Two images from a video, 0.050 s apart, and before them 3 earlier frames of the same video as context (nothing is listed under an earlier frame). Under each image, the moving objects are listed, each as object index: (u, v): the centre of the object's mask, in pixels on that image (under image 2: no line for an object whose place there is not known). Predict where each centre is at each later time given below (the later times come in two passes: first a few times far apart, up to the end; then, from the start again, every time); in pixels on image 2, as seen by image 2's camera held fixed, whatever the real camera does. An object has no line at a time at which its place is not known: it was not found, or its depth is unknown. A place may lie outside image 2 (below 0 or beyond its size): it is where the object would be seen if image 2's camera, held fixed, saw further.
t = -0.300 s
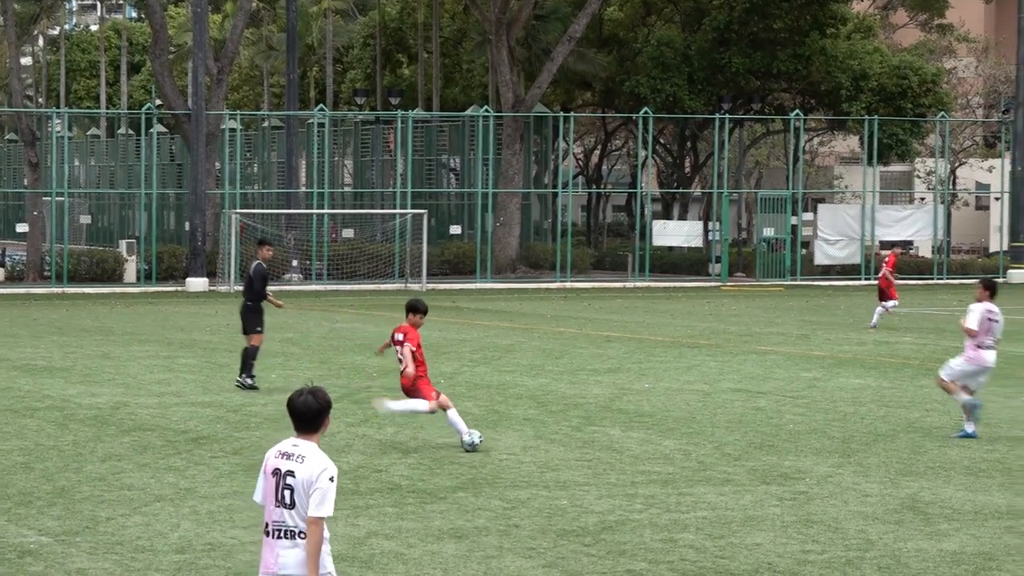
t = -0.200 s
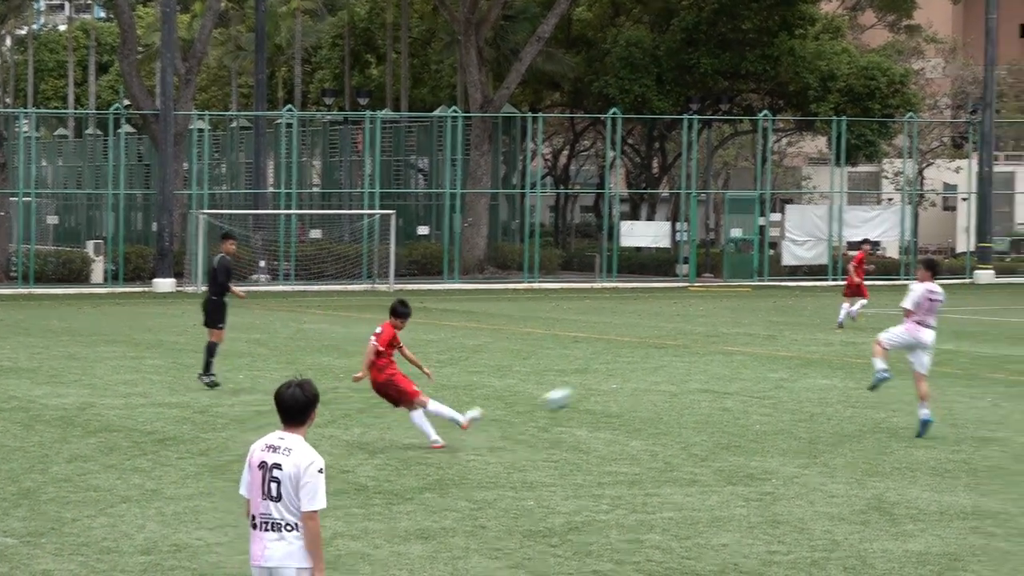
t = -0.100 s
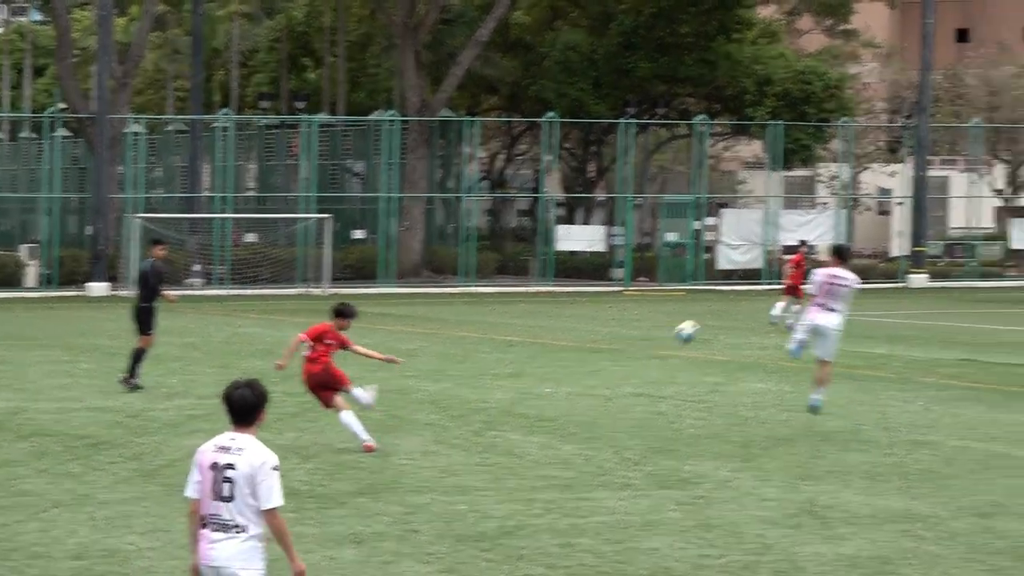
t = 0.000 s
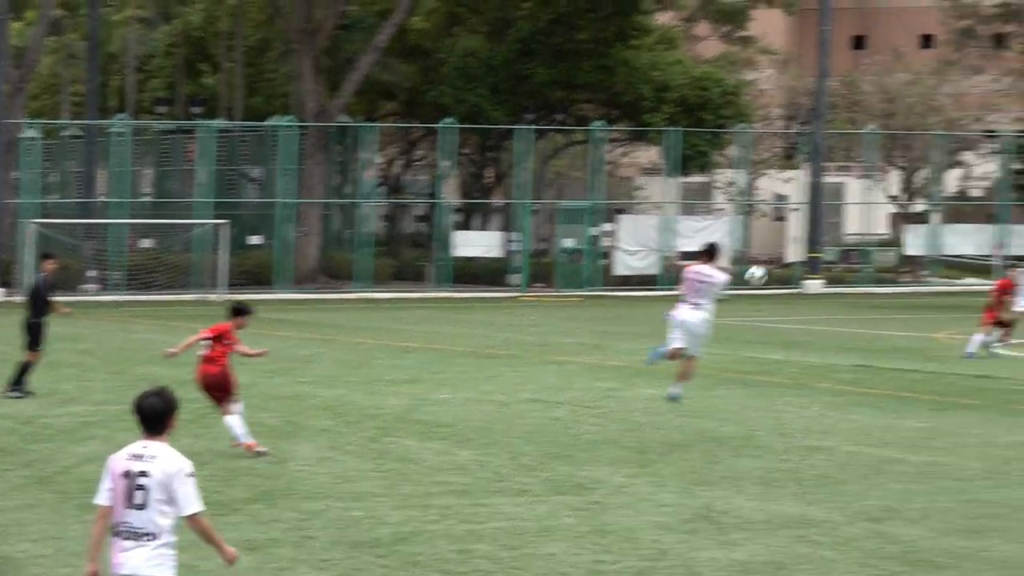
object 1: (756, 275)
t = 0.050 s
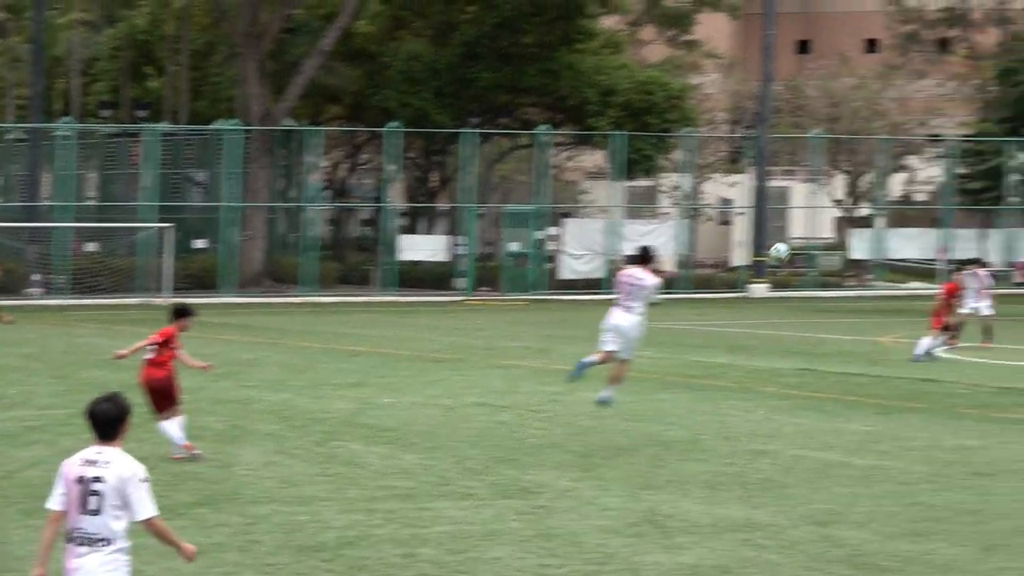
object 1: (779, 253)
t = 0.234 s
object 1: (1046, 166)
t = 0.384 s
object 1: (1238, 111)
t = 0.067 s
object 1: (805, 244)
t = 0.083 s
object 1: (831, 235)
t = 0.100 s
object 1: (855, 228)
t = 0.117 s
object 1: (879, 220)
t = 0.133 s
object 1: (904, 211)
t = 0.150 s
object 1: (928, 203)
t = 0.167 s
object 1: (952, 196)
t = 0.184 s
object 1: (976, 189)
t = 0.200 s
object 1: (1000, 181)
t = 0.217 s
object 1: (1023, 173)
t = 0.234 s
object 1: (1046, 166)
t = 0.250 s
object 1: (1070, 159)
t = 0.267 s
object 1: (1092, 151)
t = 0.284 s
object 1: (1113, 146)
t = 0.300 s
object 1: (1134, 139)
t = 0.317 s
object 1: (1156, 132)
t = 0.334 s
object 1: (1176, 127)
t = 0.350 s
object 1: (1197, 121)
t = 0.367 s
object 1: (1218, 116)
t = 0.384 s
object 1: (1238, 111)
